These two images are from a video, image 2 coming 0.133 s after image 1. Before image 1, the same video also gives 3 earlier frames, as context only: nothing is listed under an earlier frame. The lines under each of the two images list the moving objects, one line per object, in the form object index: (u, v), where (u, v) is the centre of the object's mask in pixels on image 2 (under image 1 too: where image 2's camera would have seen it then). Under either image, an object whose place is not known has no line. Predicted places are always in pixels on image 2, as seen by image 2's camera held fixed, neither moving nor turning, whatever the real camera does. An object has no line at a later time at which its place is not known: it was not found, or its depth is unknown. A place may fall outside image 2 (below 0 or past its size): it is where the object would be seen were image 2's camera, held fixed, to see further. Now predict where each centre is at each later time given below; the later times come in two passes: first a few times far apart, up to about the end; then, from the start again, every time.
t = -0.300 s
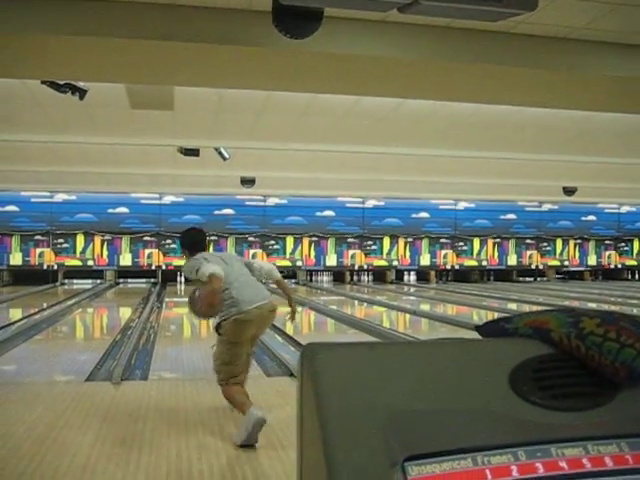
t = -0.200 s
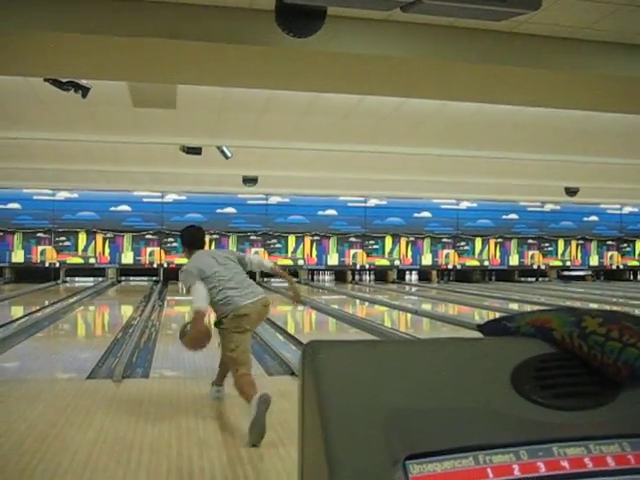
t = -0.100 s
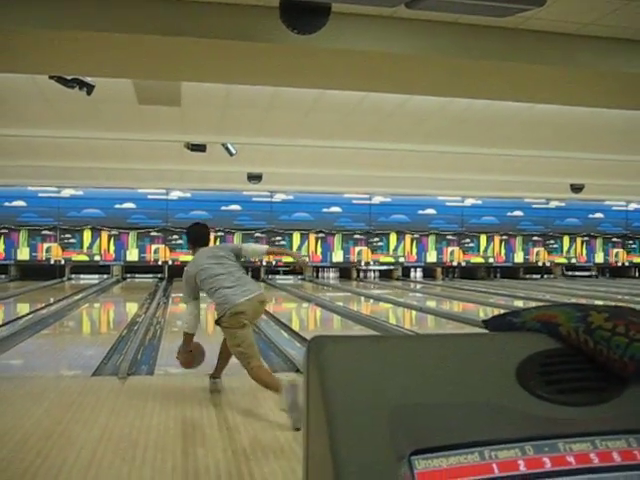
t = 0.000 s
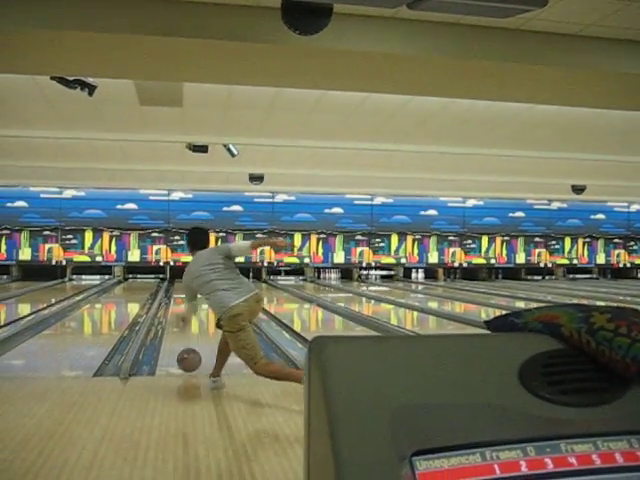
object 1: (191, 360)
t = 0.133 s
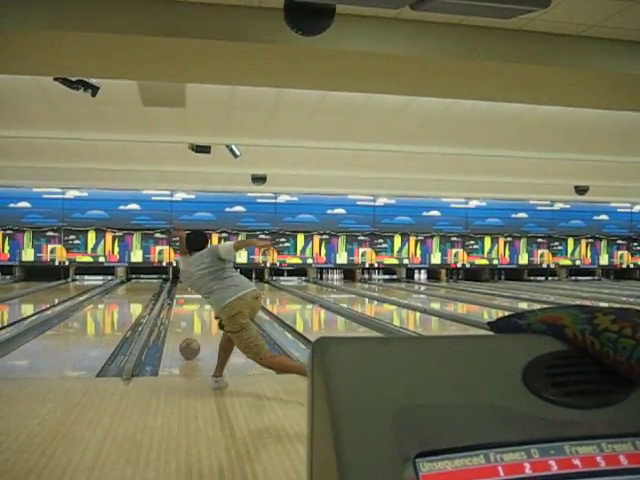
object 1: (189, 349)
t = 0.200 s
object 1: (188, 342)
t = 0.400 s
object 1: (187, 327)
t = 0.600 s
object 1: (182, 316)
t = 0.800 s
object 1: (186, 308)
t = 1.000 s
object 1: (186, 301)
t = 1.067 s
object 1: (183, 301)
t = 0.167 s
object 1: (189, 345)
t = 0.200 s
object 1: (188, 342)
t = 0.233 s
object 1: (188, 339)
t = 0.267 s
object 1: (188, 336)
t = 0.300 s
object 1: (187, 334)
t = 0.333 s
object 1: (187, 331)
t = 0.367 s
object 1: (187, 329)
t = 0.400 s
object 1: (187, 327)
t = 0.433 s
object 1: (187, 325)
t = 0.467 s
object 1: (186, 323)
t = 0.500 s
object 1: (186, 321)
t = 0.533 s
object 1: (187, 320)
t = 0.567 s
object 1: (190, 319)
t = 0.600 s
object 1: (182, 316)
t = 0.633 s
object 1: (184, 315)
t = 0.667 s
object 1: (185, 313)
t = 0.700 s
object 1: (186, 312)
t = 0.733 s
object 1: (186, 310)
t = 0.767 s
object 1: (186, 309)
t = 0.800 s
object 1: (186, 308)
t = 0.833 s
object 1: (186, 306)
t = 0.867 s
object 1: (186, 306)
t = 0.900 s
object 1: (186, 304)
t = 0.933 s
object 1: (186, 303)
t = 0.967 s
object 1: (185, 303)
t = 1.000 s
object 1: (186, 301)
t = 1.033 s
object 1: (185, 301)
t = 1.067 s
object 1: (183, 301)
